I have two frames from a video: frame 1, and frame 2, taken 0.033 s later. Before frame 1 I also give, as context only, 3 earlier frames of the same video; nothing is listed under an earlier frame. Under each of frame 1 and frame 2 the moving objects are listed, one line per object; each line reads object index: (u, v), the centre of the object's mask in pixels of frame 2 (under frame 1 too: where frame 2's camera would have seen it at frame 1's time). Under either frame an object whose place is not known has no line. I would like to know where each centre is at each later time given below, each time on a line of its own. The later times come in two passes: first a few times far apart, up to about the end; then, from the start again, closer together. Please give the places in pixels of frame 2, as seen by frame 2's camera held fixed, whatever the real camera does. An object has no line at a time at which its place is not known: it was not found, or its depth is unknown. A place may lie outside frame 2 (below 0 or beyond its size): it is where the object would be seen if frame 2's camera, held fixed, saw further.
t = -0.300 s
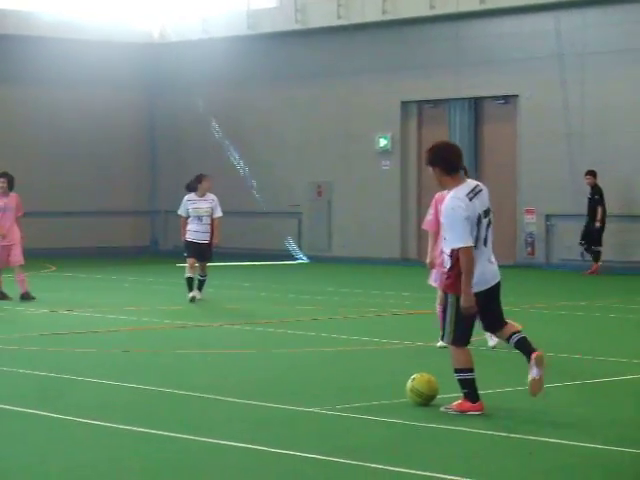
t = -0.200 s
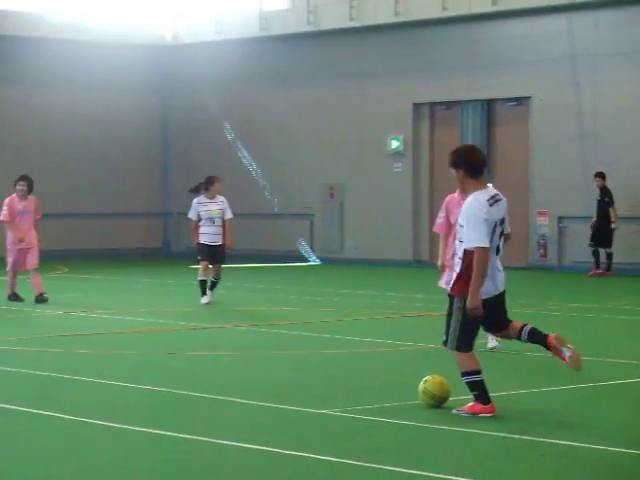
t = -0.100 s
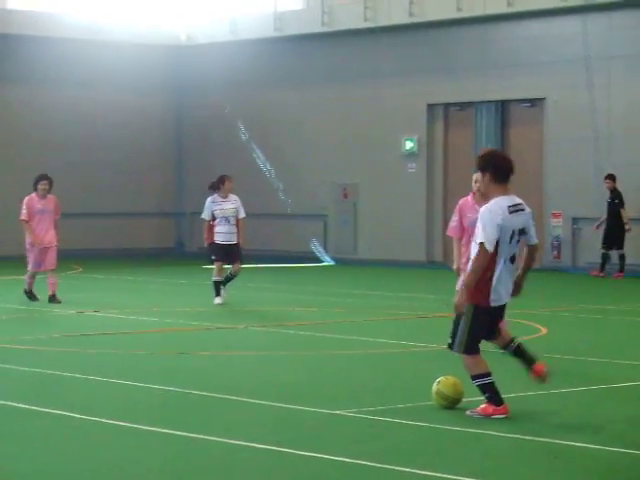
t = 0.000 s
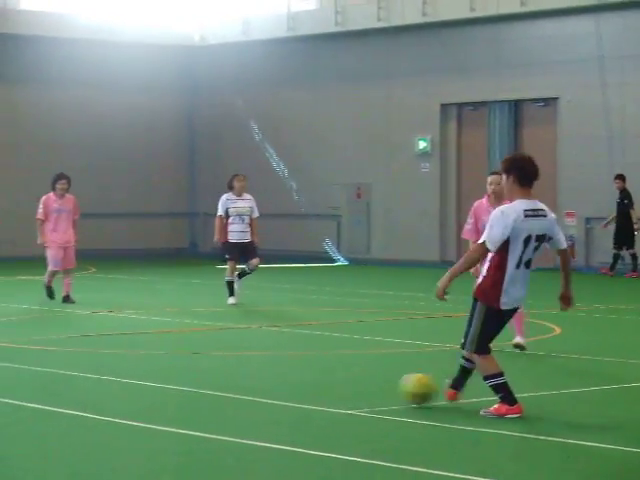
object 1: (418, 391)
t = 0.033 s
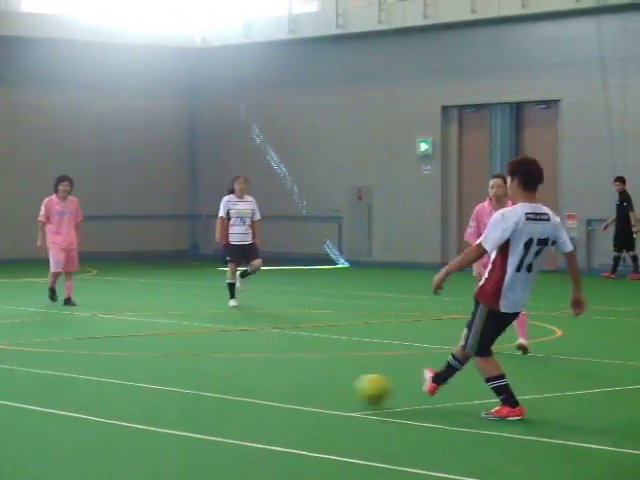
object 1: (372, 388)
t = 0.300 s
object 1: (58, 383)
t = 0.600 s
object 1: (-208, 383)
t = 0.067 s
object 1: (326, 390)
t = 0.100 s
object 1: (281, 390)
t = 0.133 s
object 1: (242, 386)
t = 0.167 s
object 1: (204, 383)
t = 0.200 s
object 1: (168, 383)
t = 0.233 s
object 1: (130, 384)
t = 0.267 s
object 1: (93, 386)
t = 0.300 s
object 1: (58, 383)
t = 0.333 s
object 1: (25, 382)
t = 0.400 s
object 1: (-39, 384)
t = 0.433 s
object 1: (-71, 382)
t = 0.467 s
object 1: (-100, 383)
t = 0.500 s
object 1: (-124, 382)
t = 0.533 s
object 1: (-153, 382)
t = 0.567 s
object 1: (-181, 383)
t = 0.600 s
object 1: (-208, 383)
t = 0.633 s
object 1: (-235, 383)
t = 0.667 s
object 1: (-263, 383)
